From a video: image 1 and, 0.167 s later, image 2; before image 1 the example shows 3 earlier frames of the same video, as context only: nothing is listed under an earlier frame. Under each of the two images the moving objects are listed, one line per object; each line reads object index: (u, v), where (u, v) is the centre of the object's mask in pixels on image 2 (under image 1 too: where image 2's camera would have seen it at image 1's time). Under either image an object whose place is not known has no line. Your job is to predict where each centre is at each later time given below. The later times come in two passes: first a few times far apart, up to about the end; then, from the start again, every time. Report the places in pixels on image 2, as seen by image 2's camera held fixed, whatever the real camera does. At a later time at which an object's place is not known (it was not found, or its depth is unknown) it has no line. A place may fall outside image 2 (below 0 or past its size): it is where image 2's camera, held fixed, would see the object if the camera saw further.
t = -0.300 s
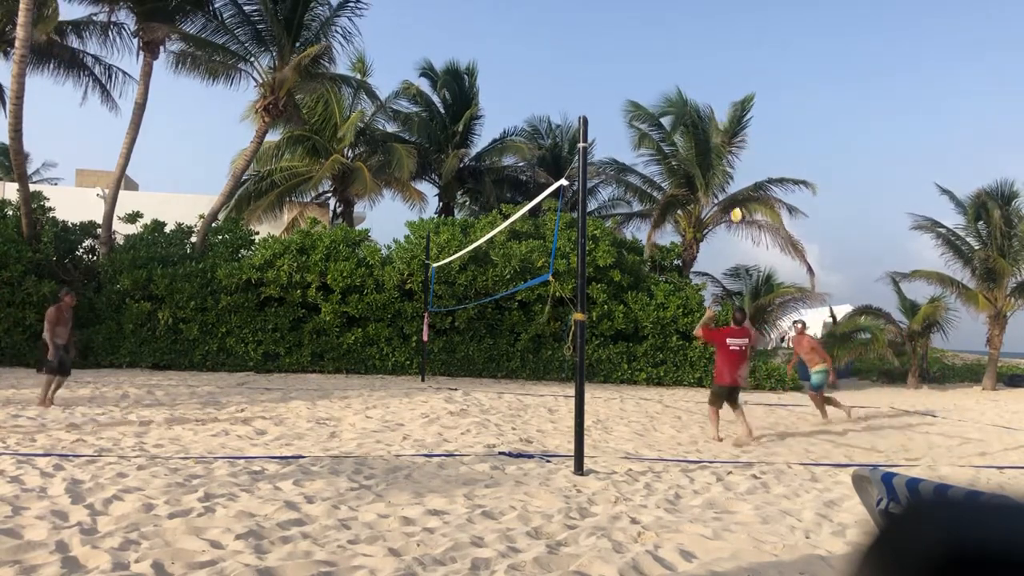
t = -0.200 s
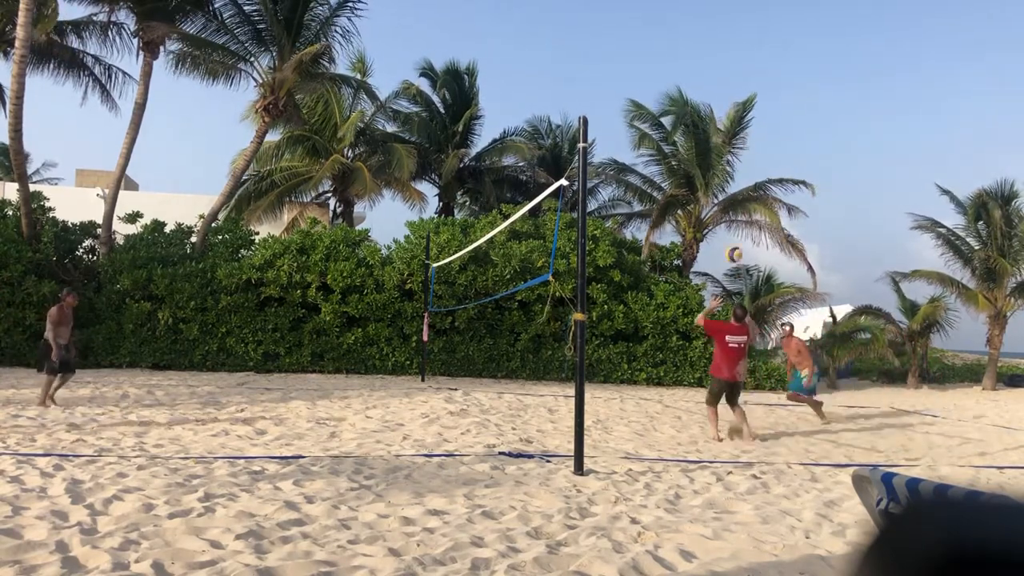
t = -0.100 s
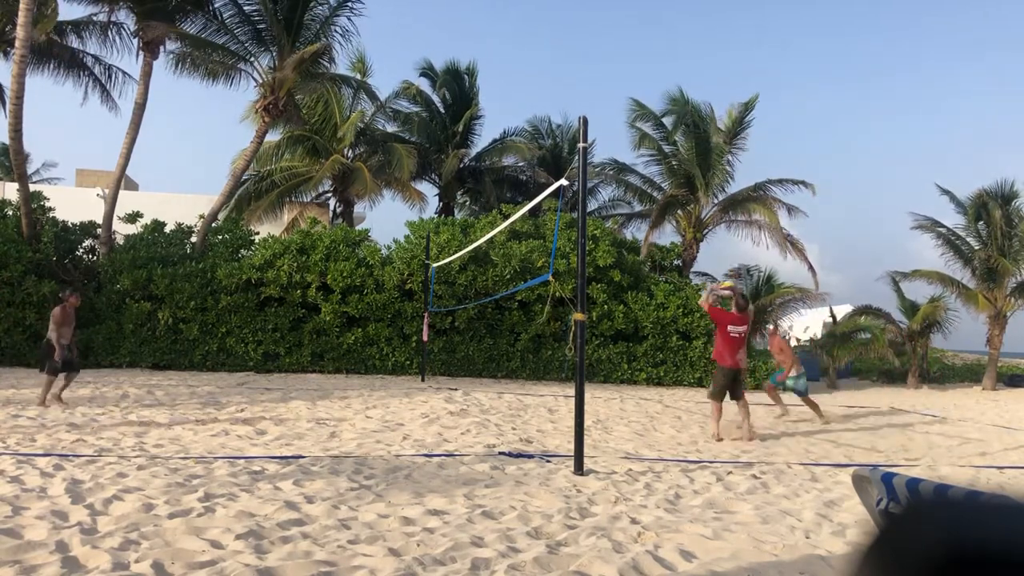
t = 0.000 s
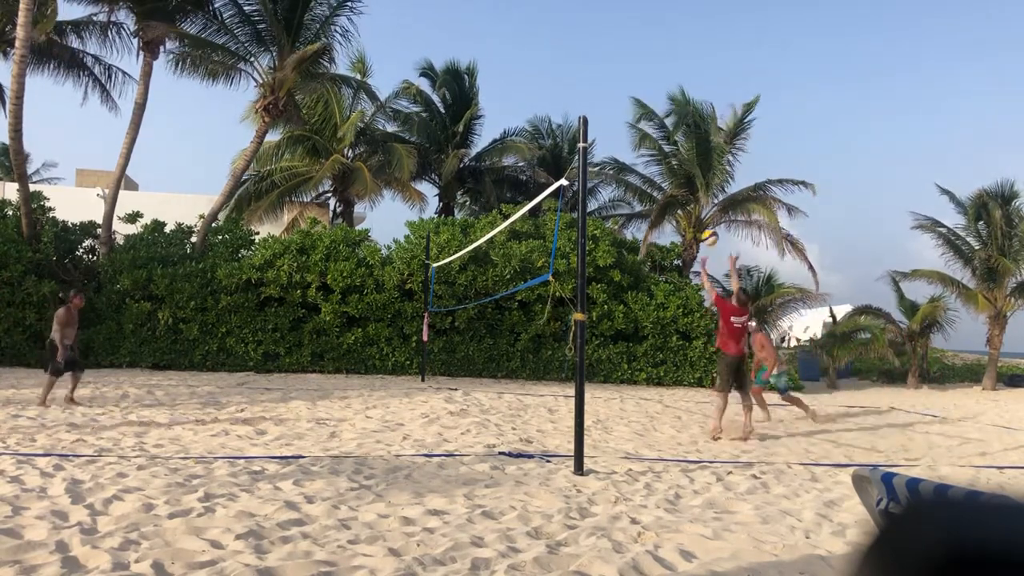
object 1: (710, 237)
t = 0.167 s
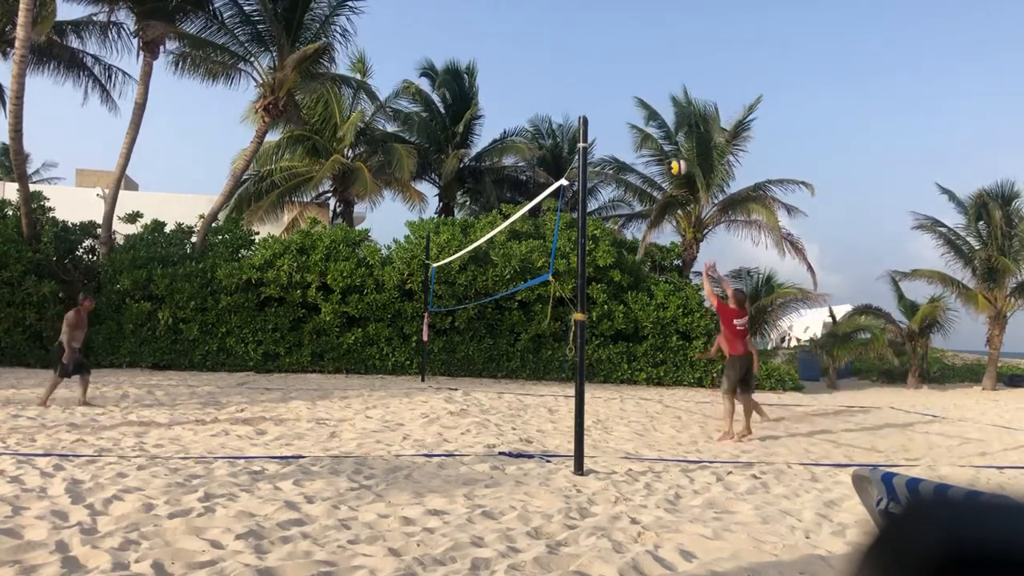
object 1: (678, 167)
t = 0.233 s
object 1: (666, 146)
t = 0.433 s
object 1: (633, 104)
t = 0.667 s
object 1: (594, 93)
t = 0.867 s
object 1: (562, 112)
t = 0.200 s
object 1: (673, 157)
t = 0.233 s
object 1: (666, 146)
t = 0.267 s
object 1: (660, 137)
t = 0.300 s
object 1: (655, 128)
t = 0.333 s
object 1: (649, 121)
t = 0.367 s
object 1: (643, 115)
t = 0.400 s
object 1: (637, 109)
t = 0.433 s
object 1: (633, 104)
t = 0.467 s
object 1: (626, 100)
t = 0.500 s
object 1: (621, 97)
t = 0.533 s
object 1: (616, 95)
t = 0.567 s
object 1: (610, 93)
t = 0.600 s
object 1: (605, 92)
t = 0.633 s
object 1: (599, 92)
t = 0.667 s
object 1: (594, 93)
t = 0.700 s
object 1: (588, 94)
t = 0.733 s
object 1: (583, 96)
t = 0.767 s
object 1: (578, 99)
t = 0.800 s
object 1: (572, 103)
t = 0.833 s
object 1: (568, 107)
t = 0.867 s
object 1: (562, 112)
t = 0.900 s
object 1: (557, 117)
